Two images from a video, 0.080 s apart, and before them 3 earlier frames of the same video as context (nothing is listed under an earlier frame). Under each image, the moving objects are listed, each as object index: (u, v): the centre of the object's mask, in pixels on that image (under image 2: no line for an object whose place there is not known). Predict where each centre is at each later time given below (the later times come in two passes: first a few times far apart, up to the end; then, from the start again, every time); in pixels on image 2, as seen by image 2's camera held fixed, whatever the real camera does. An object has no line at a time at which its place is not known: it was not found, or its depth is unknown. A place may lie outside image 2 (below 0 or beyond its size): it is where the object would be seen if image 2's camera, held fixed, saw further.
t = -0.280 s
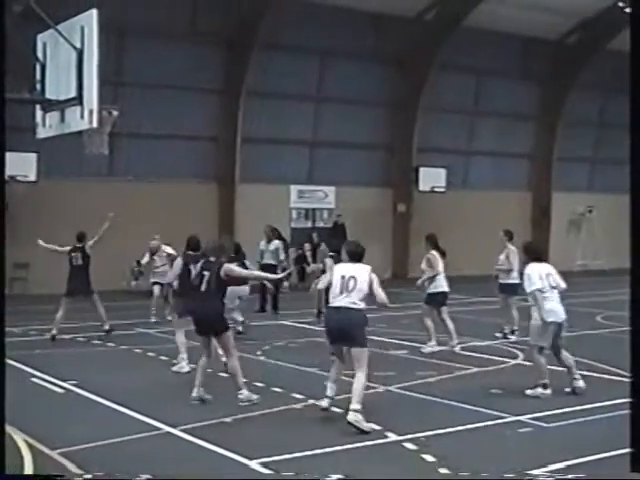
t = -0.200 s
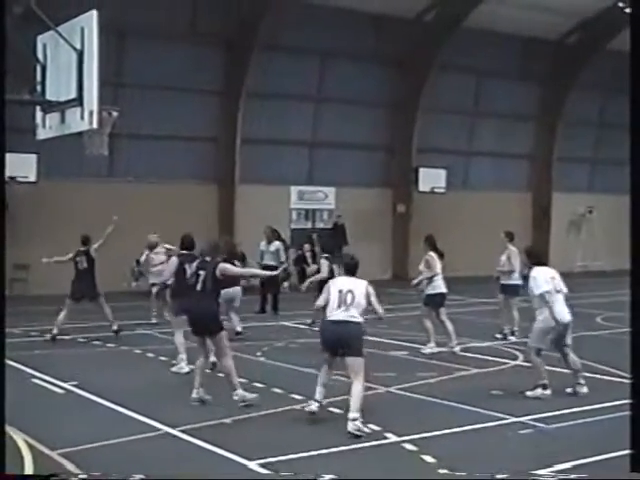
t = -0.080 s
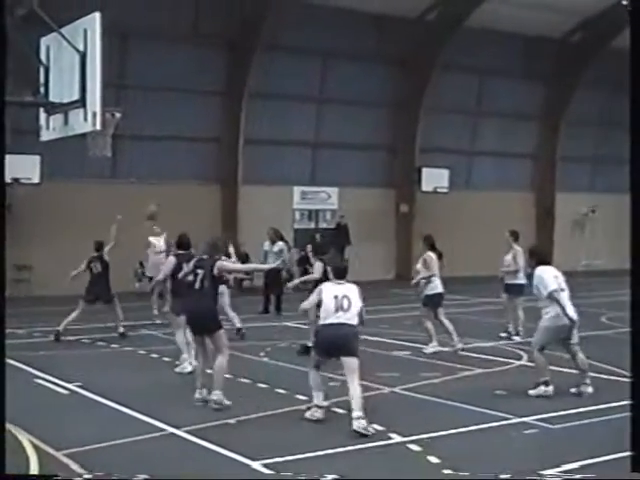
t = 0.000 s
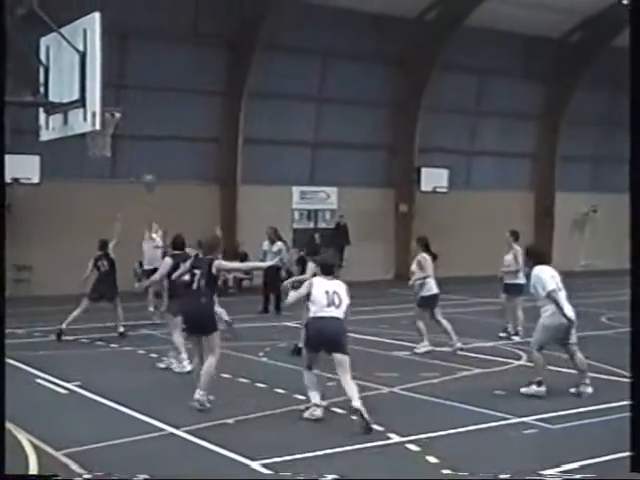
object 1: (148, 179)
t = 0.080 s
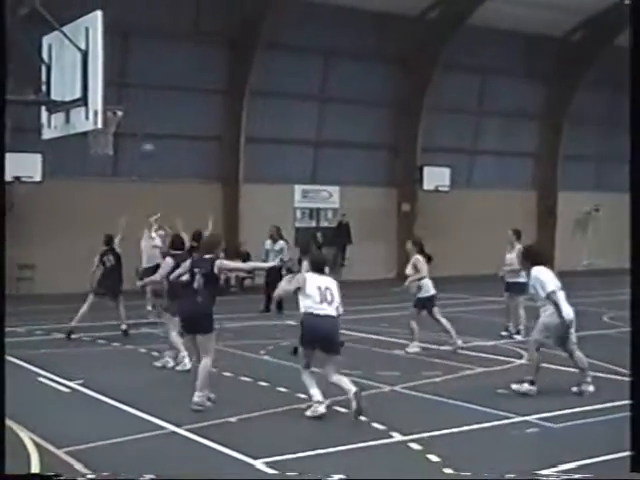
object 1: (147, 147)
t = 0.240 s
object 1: (139, 98)
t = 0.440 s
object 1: (133, 56)
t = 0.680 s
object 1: (124, 37)
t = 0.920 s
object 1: (114, 58)
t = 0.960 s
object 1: (111, 68)
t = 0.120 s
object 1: (146, 135)
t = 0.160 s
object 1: (144, 123)
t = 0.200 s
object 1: (143, 110)
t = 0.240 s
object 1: (139, 98)
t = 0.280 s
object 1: (139, 88)
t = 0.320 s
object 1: (137, 78)
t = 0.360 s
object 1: (137, 70)
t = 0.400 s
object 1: (135, 62)
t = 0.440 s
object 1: (133, 56)
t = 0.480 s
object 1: (131, 50)
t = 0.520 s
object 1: (131, 47)
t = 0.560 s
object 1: (130, 42)
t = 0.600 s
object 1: (128, 40)
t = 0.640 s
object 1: (127, 38)
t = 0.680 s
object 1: (124, 37)
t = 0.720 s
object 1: (122, 37)
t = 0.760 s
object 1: (120, 37)
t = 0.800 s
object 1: (118, 41)
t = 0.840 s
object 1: (116, 46)
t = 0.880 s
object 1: (116, 52)
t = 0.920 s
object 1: (114, 58)
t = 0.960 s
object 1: (111, 68)
